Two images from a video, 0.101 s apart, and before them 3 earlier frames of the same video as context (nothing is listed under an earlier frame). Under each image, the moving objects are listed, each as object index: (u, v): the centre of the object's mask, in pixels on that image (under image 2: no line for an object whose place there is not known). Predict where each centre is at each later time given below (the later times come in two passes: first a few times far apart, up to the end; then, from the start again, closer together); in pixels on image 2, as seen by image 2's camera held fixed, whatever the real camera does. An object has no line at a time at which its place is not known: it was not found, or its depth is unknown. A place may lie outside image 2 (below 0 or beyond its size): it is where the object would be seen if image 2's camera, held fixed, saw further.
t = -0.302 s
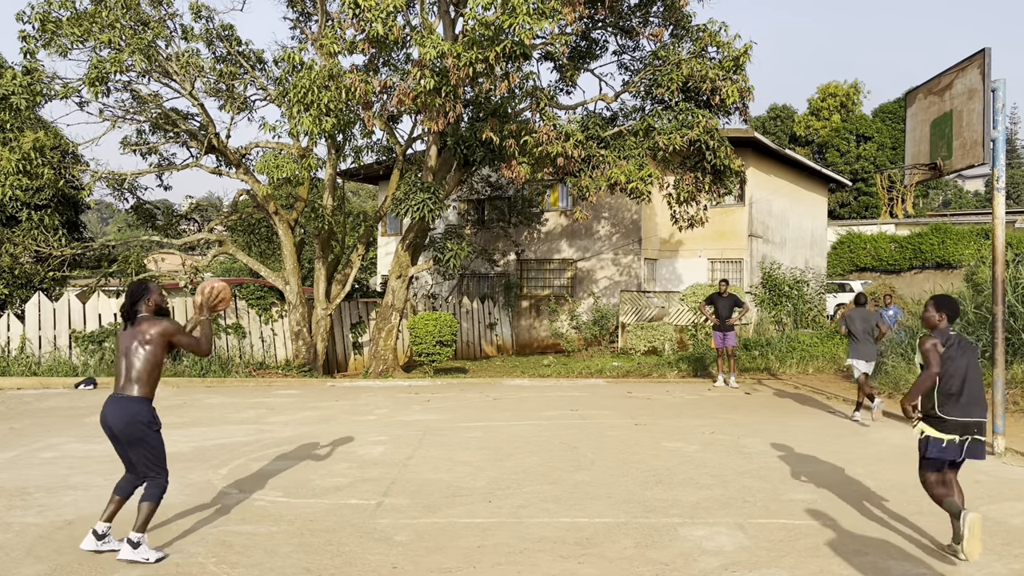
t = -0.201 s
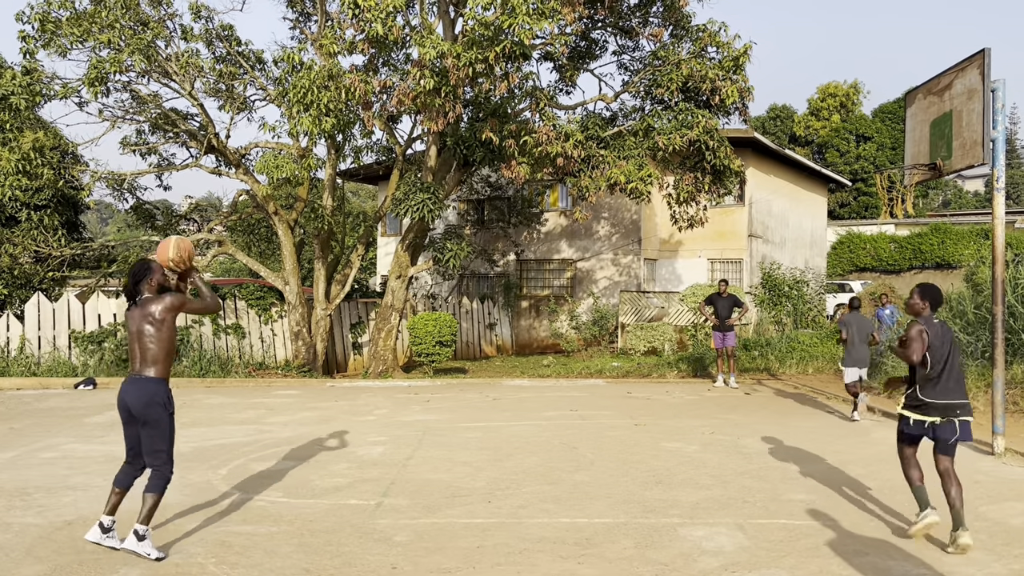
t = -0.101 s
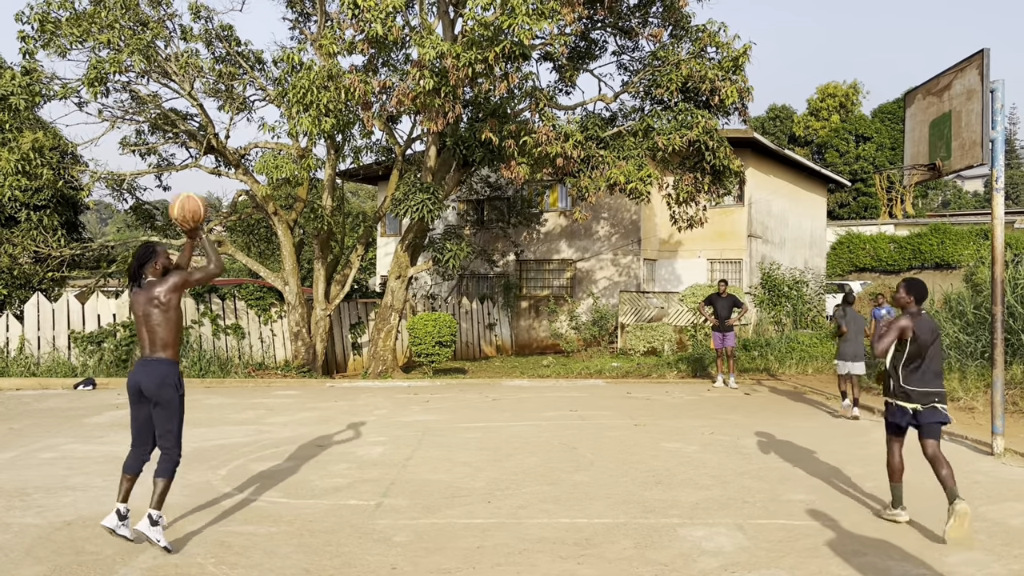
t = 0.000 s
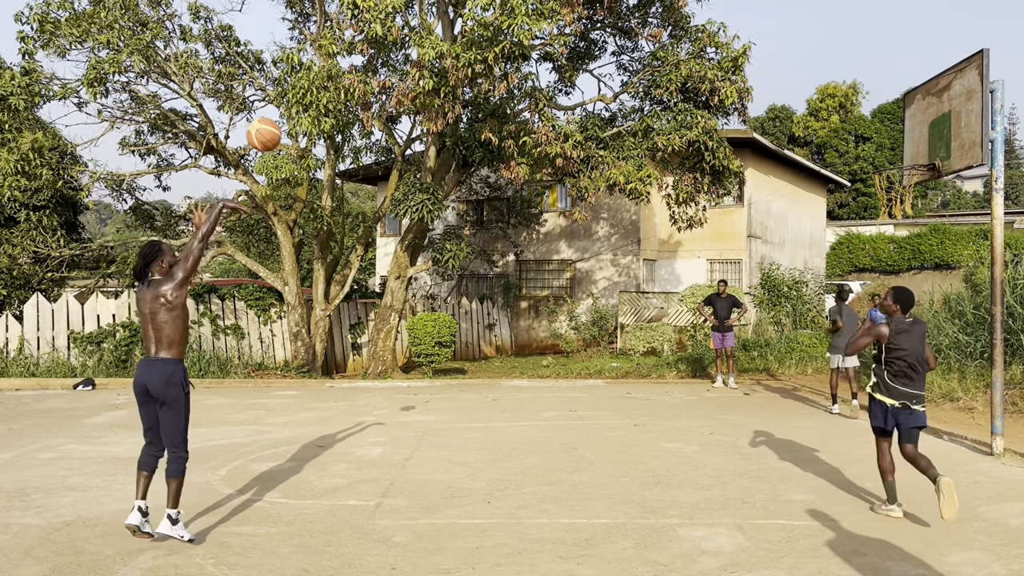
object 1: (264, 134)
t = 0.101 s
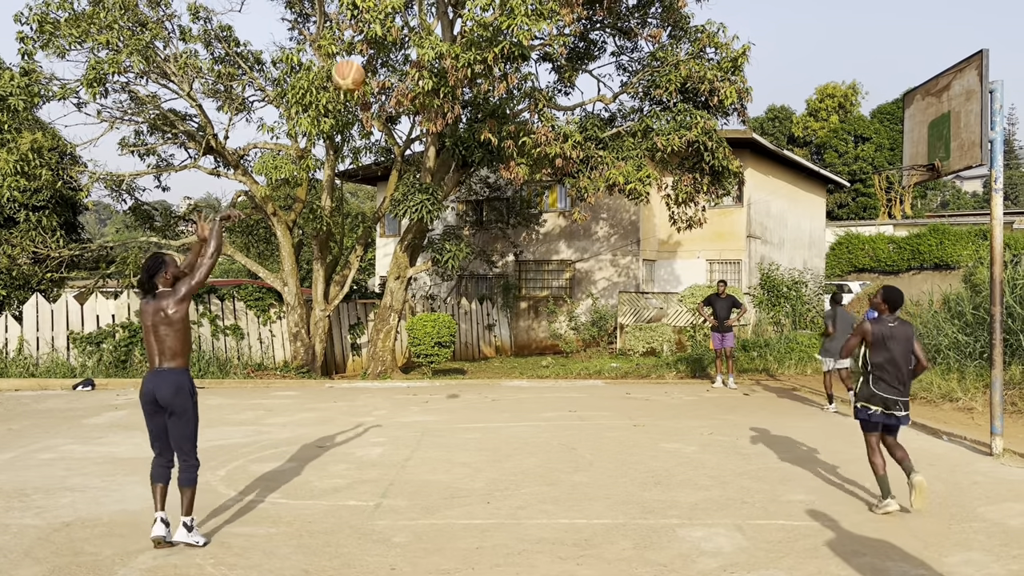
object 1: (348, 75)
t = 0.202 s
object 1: (425, 33)
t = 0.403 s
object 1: (558, 3)
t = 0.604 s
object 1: (673, 5)
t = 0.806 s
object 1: (771, 47)
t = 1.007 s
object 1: (857, 125)
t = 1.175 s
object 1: (910, 203)
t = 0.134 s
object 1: (374, 59)
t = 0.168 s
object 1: (400, 45)
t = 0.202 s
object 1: (425, 33)
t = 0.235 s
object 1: (449, 22)
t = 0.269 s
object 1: (472, 14)
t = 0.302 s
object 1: (495, 9)
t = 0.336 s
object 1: (516, 6)
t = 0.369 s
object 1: (536, 4)
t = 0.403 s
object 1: (558, 3)
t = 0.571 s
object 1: (654, 3)
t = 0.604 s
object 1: (673, 5)
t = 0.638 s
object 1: (690, 8)
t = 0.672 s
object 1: (707, 11)
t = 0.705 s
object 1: (724, 18)
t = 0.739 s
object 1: (740, 26)
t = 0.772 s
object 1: (756, 36)
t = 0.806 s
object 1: (771, 47)
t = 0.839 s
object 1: (786, 57)
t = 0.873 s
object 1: (801, 69)
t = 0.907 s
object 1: (816, 82)
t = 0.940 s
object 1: (830, 95)
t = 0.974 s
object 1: (844, 109)
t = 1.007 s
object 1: (857, 125)
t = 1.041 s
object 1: (872, 141)
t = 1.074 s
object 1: (885, 158)
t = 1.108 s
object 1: (896, 175)
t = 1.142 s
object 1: (904, 190)
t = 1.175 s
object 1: (910, 203)
